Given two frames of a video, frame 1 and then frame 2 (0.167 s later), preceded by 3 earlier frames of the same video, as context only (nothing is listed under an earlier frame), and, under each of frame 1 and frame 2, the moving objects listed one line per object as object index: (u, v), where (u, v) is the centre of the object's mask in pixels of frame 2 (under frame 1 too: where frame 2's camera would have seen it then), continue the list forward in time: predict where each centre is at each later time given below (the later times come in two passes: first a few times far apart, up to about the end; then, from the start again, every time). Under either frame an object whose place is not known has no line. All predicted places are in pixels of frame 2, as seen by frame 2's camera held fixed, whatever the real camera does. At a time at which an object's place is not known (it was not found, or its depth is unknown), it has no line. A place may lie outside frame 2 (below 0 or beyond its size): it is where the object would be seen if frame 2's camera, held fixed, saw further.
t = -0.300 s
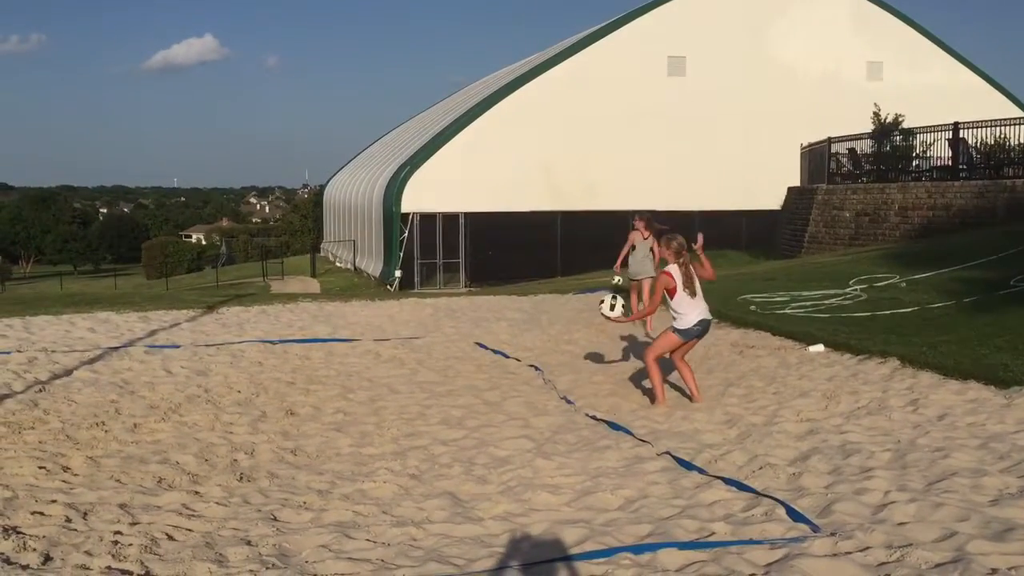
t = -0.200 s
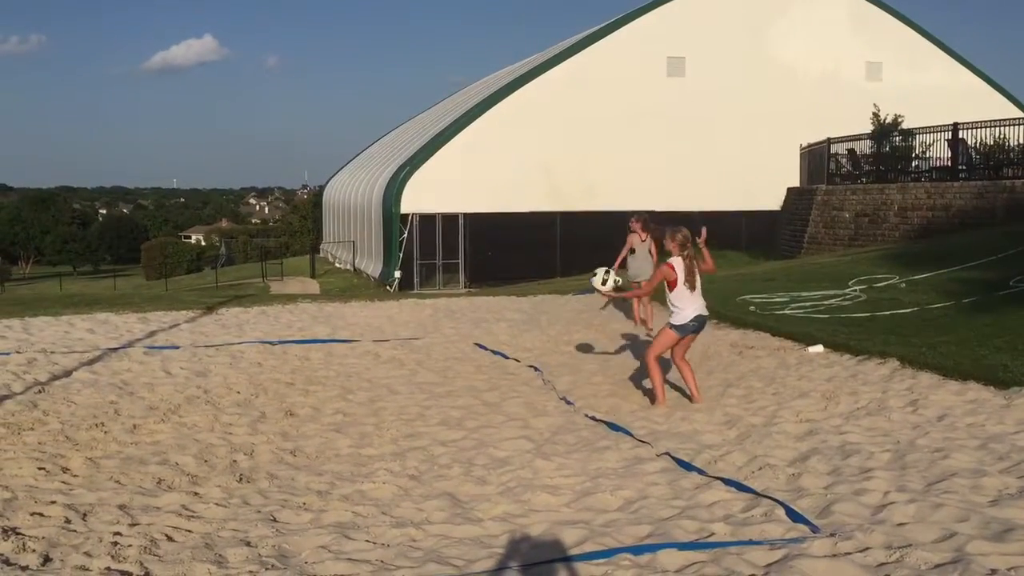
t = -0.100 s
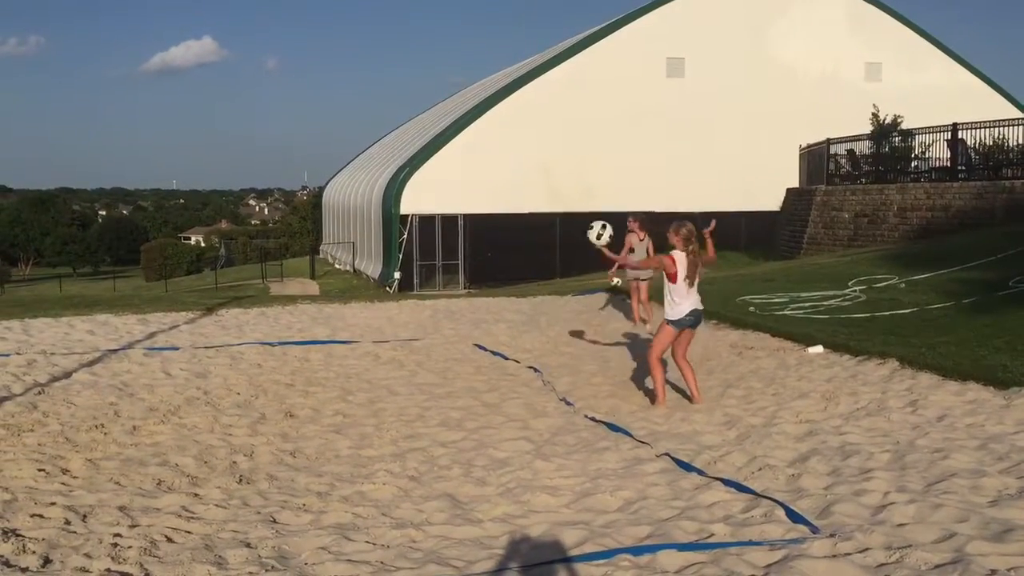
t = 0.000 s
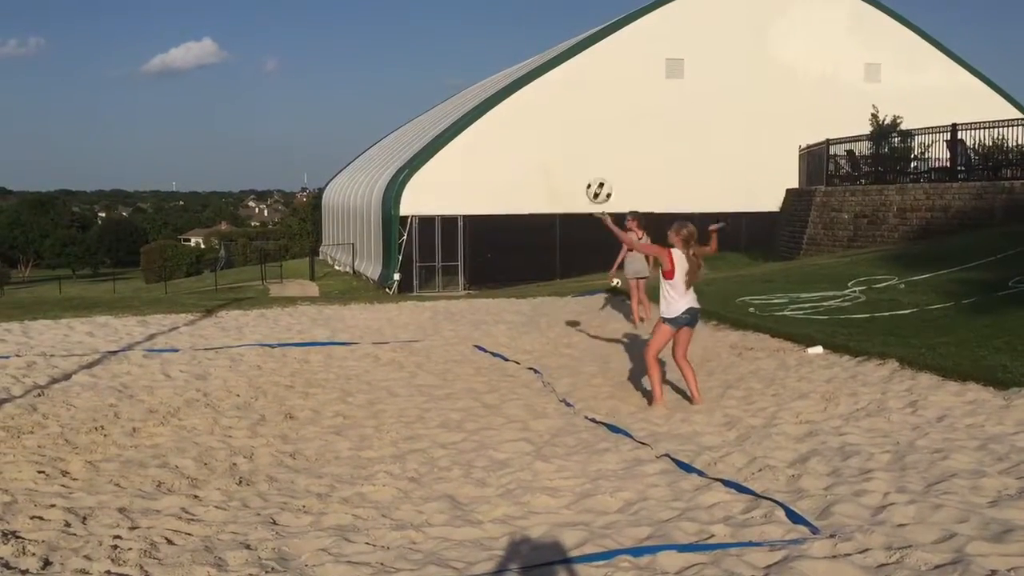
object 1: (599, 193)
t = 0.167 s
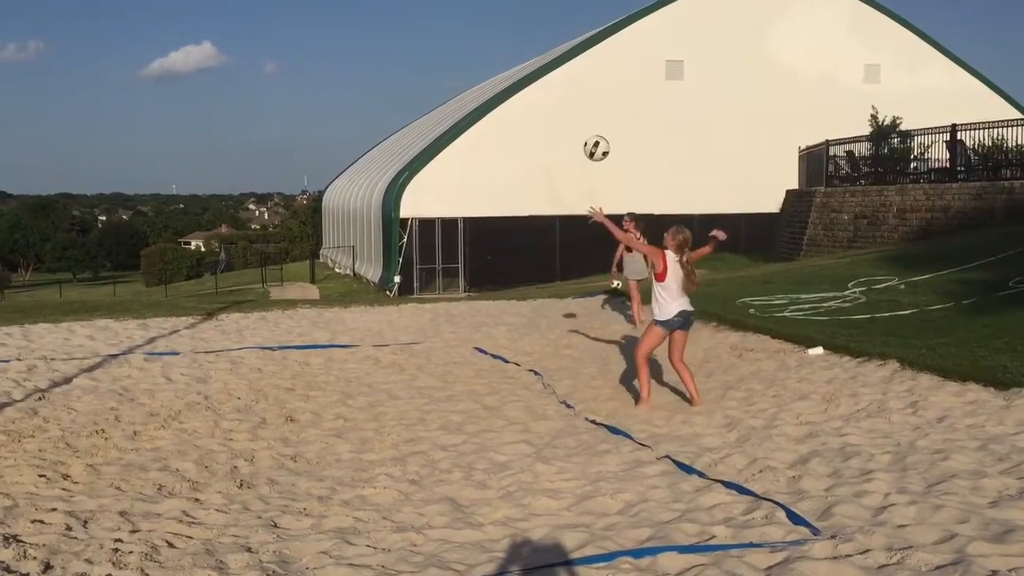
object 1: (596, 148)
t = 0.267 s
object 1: (595, 137)
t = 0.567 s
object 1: (589, 177)
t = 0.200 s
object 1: (596, 143)
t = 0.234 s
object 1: (595, 140)
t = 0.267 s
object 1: (595, 137)
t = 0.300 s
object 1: (594, 136)
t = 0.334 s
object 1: (594, 137)
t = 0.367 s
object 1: (593, 138)
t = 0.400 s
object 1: (592, 141)
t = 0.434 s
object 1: (592, 146)
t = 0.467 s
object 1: (591, 151)
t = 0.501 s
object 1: (591, 158)
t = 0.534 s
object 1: (590, 167)
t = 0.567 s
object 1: (589, 177)
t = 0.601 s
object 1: (588, 188)
